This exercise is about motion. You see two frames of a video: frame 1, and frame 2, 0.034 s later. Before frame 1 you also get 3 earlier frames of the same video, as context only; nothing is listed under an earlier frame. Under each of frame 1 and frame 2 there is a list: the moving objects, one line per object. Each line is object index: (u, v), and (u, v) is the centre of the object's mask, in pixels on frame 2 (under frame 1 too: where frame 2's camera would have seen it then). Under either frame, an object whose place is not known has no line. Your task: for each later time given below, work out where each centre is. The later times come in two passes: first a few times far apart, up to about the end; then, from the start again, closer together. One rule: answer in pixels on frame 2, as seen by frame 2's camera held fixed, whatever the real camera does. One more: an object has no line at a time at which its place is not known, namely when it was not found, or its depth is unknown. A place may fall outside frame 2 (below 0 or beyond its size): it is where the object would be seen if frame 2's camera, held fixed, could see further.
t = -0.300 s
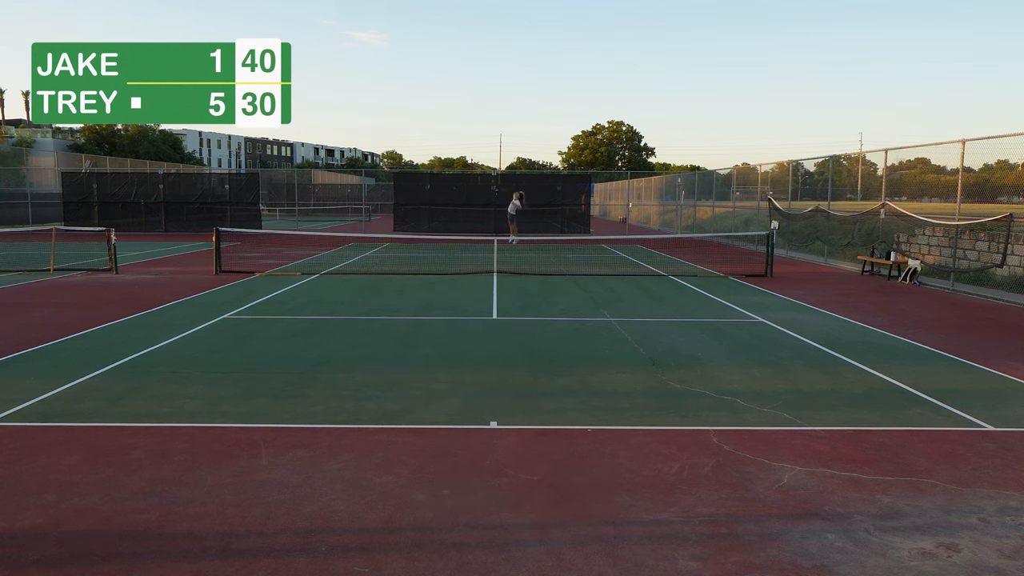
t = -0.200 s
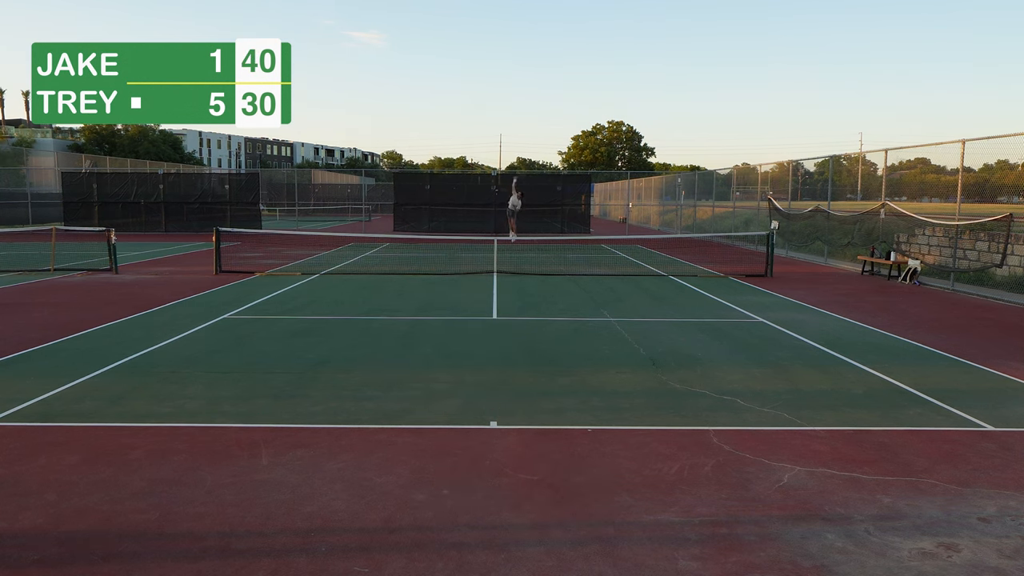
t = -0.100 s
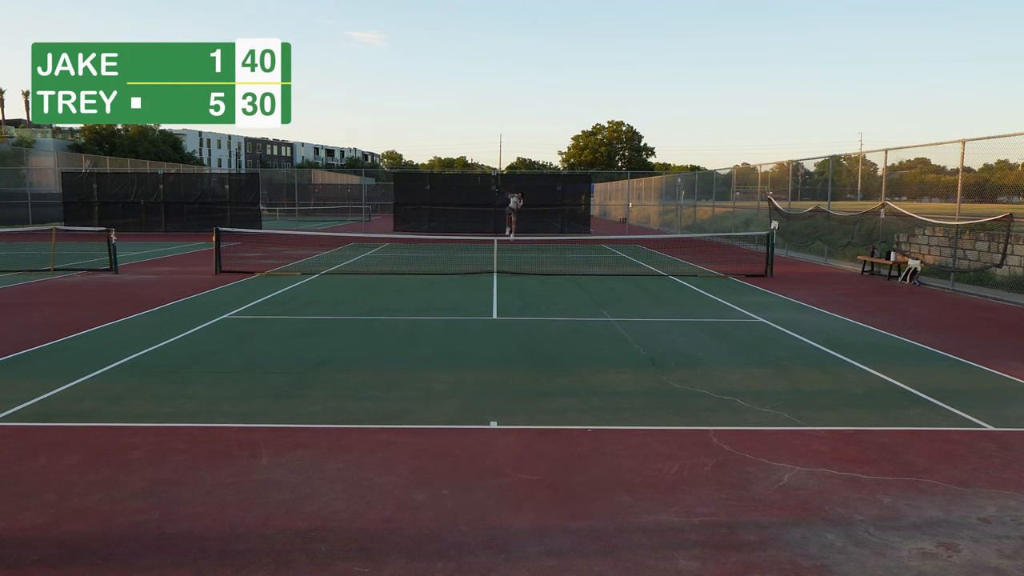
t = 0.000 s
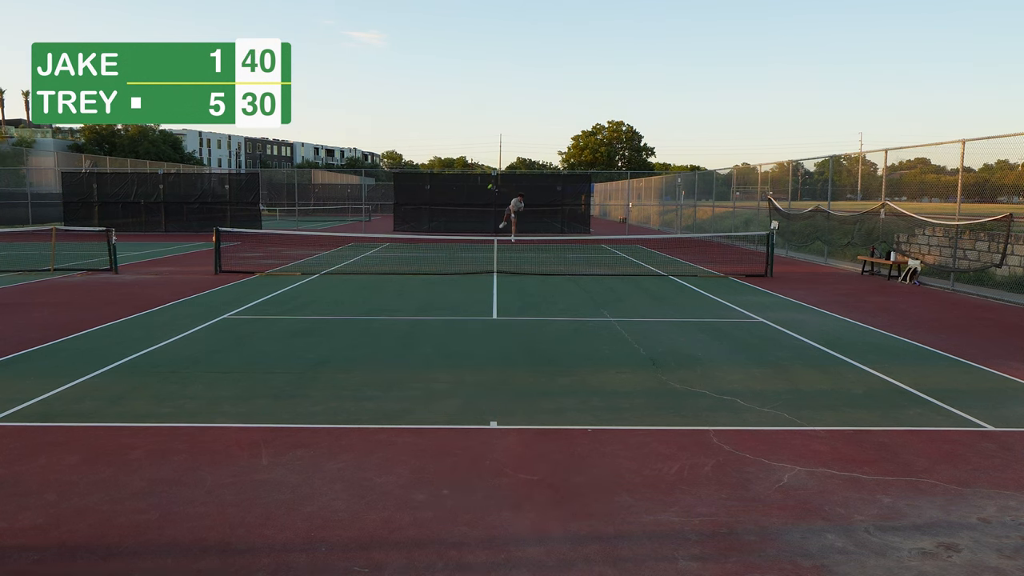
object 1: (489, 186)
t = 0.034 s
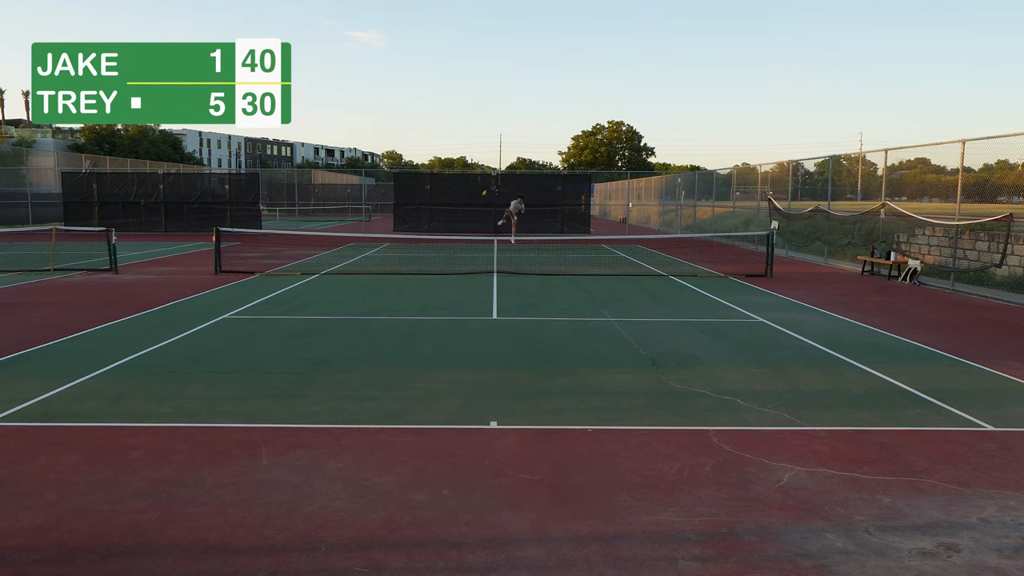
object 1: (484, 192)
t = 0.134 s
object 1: (467, 219)
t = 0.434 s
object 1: (400, 292)
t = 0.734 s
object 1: (256, 319)
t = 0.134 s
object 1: (467, 219)
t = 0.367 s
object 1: (415, 301)
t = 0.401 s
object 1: (408, 296)
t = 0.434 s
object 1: (400, 292)
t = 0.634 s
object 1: (327, 290)
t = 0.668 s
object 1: (307, 296)
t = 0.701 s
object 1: (284, 305)
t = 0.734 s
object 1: (256, 319)
